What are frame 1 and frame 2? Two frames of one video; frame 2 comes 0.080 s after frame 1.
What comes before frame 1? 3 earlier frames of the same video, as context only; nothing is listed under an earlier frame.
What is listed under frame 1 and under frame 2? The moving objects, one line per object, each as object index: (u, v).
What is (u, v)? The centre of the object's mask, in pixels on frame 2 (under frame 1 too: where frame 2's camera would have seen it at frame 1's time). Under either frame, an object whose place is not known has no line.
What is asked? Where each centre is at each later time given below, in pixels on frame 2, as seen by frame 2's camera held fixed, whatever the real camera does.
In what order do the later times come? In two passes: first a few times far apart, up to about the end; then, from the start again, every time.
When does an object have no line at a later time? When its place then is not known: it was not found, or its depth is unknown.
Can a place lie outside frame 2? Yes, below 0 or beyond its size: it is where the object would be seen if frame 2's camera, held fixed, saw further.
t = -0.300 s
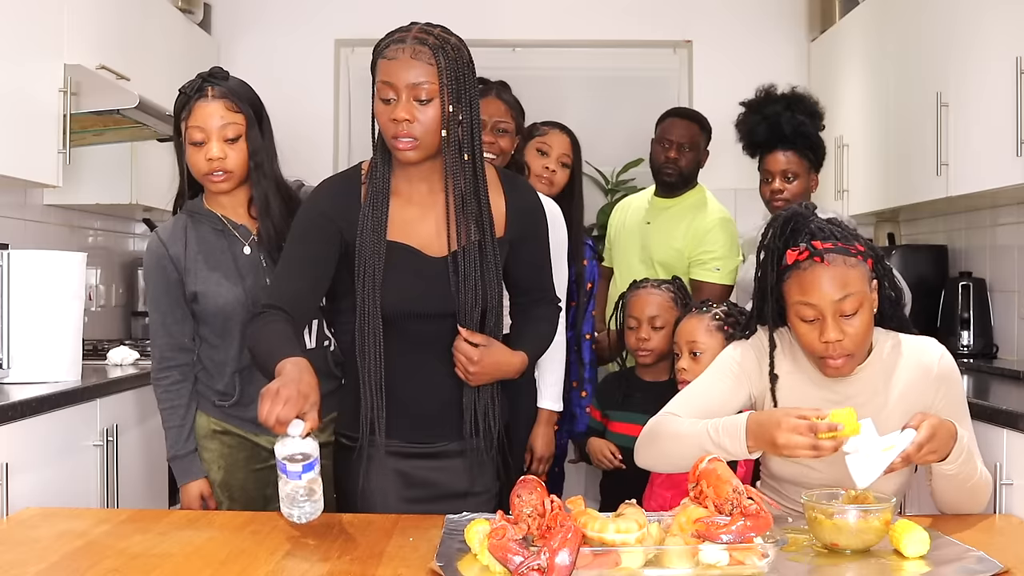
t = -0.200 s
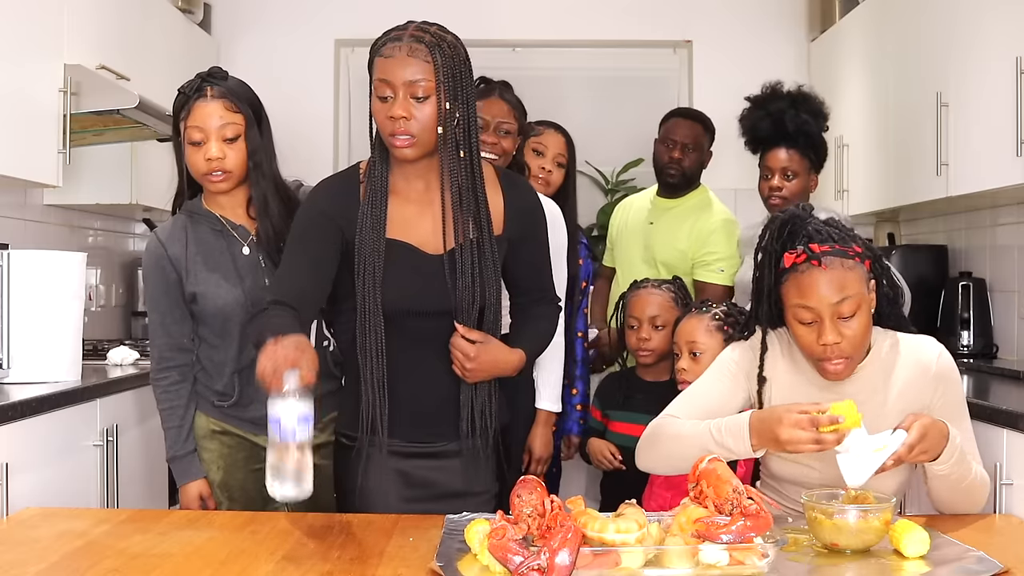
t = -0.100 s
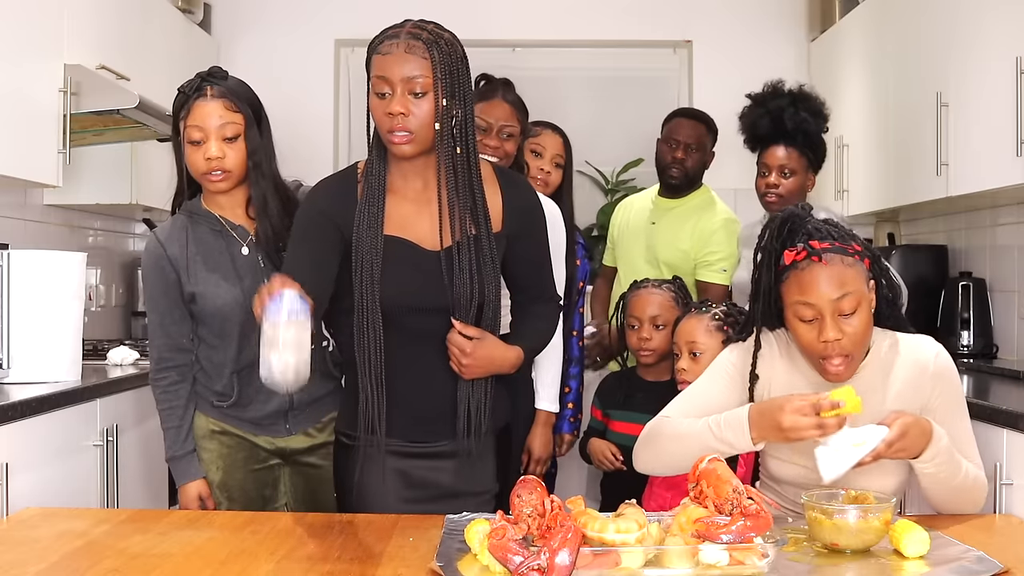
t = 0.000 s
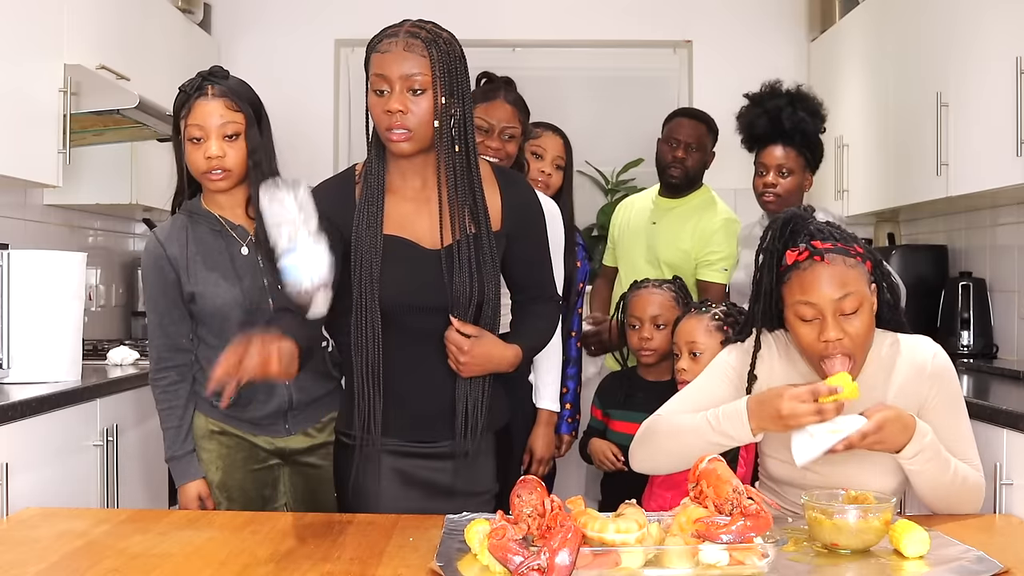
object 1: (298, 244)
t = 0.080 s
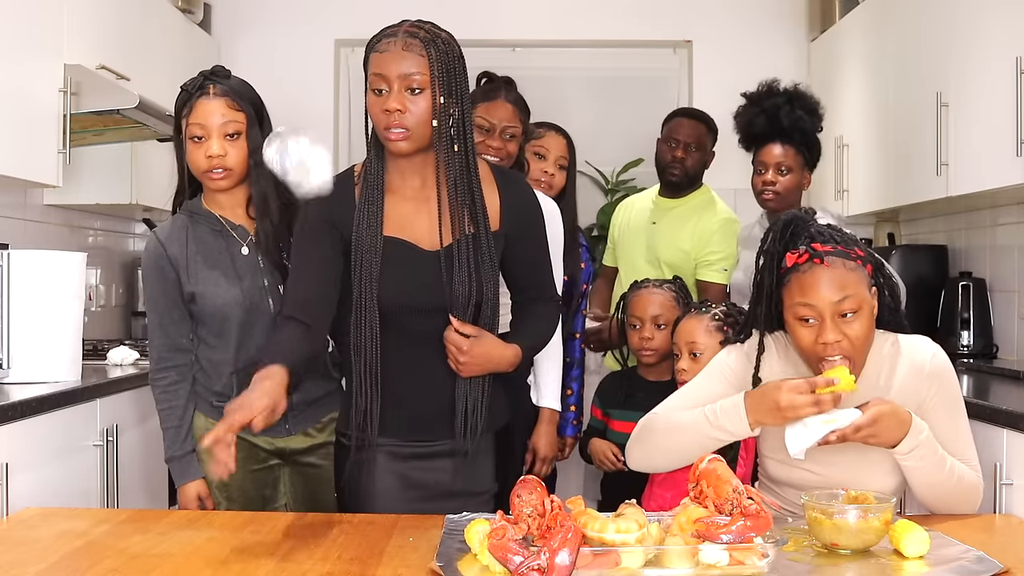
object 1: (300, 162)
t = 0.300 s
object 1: (300, 212)
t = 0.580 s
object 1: (302, 511)
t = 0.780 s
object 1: (308, 514)
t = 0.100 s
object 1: (299, 148)
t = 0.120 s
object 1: (297, 137)
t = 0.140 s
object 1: (297, 134)
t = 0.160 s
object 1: (297, 134)
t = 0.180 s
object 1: (298, 136)
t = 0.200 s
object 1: (298, 141)
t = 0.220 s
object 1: (298, 150)
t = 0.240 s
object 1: (299, 161)
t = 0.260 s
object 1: (299, 175)
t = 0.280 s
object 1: (300, 191)
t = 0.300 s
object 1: (300, 212)
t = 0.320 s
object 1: (301, 234)
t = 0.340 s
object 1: (301, 258)
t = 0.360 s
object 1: (302, 287)
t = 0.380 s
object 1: (302, 317)
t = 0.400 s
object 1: (303, 351)
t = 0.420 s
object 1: (304, 387)
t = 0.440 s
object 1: (305, 427)
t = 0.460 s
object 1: (305, 467)
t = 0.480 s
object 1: (304, 495)
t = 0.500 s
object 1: (301, 500)
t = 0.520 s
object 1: (301, 503)
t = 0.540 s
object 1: (302, 505)
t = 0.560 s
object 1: (301, 508)
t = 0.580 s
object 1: (302, 511)
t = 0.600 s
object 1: (303, 511)
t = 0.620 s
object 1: (303, 510)
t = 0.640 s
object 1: (302, 512)
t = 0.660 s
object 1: (302, 515)
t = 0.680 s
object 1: (301, 516)
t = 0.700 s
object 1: (302, 516)
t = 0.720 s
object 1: (303, 515)
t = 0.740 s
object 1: (304, 515)
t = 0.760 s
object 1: (306, 515)
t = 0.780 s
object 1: (308, 514)
